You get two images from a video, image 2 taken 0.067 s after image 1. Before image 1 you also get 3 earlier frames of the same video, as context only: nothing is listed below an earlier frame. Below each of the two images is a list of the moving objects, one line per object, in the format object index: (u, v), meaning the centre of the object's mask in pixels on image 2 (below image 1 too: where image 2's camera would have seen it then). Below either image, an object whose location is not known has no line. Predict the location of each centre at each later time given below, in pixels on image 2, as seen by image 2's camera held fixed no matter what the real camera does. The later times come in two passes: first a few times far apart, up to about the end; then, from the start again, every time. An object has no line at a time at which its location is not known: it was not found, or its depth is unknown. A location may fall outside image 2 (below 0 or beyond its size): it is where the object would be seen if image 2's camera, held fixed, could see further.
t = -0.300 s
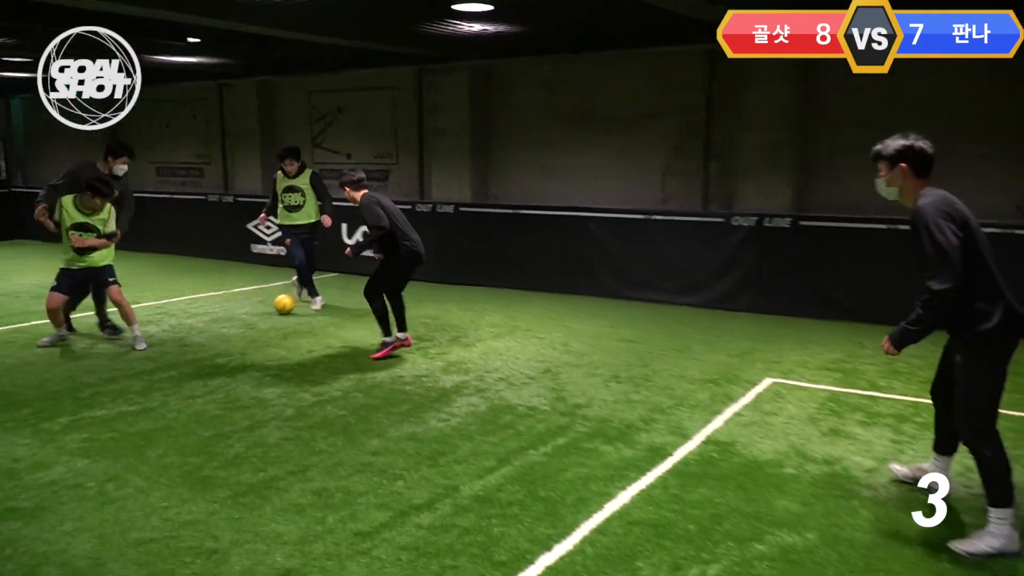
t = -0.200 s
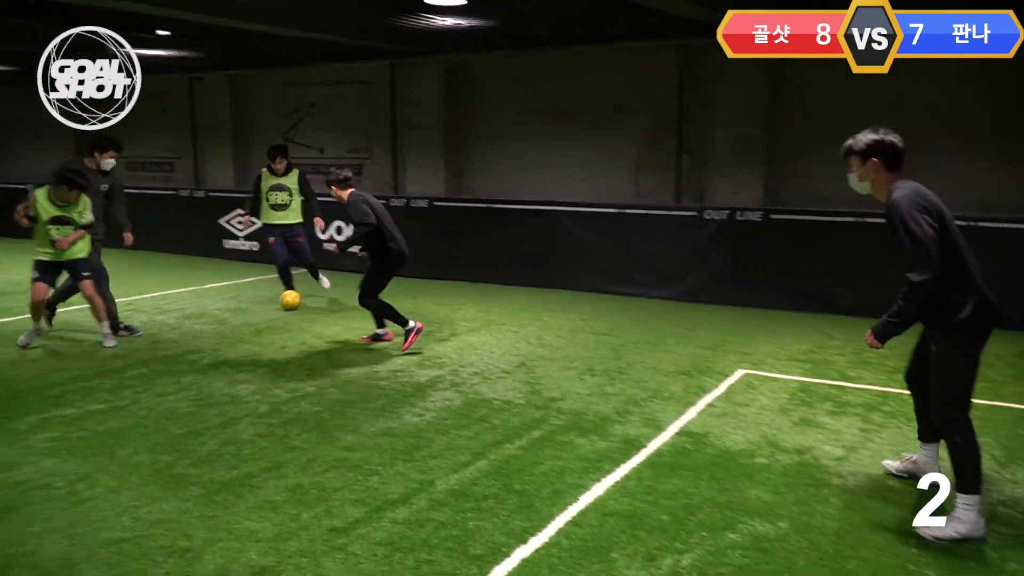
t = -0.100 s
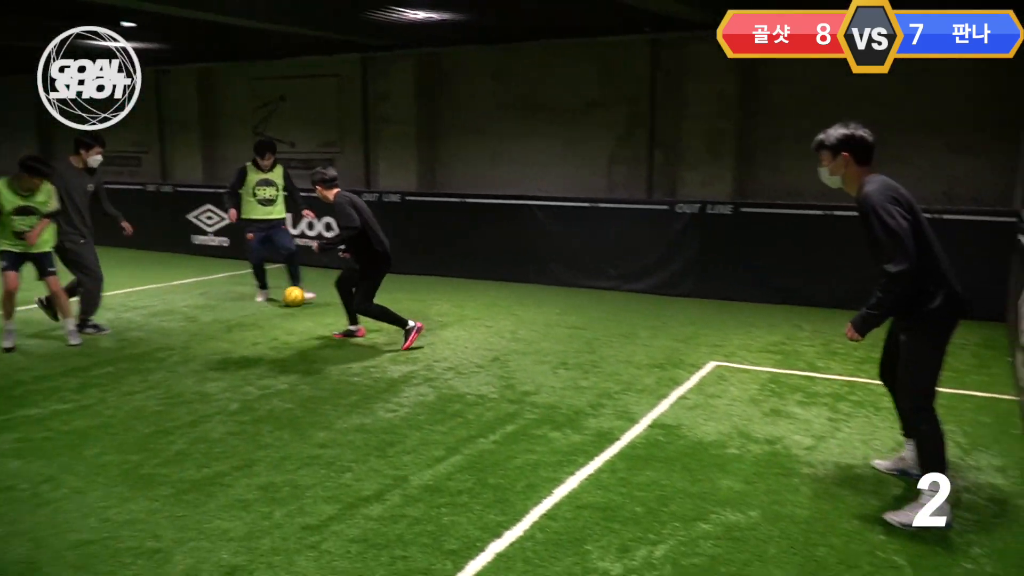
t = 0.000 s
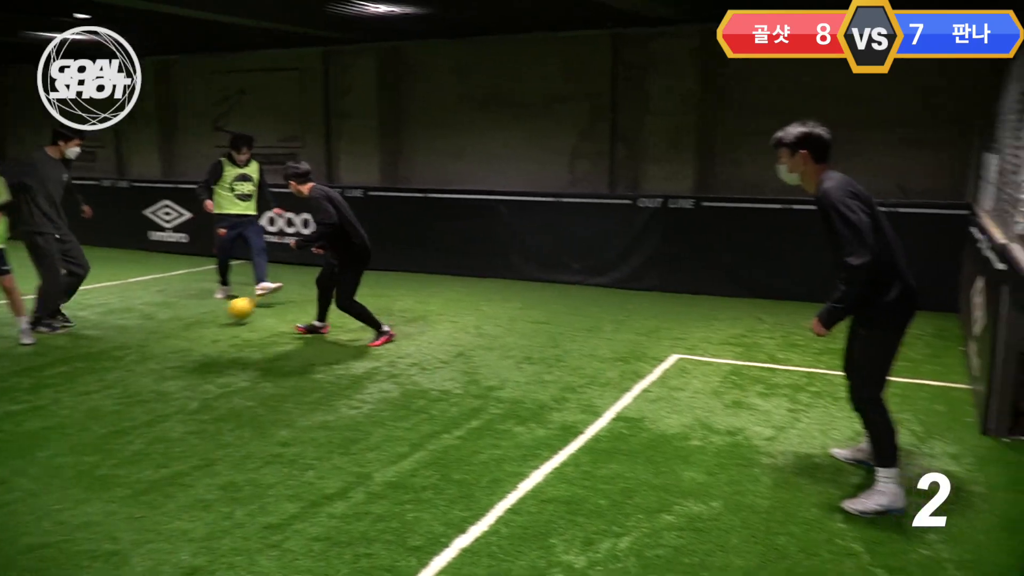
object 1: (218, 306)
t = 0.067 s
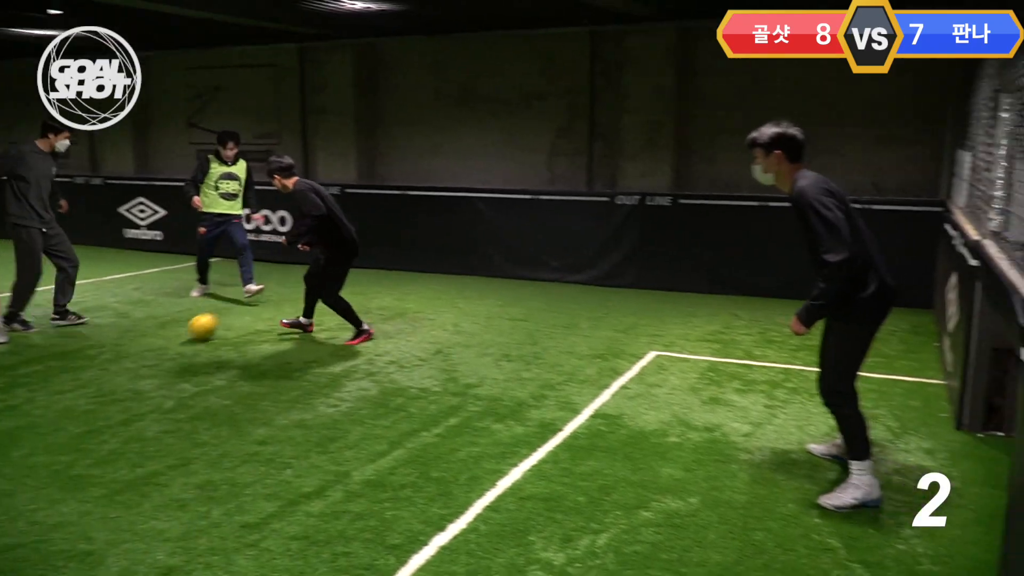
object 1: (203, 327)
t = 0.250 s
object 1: (153, 387)
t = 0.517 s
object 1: (39, 536)
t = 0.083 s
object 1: (199, 333)
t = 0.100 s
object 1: (195, 337)
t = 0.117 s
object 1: (191, 341)
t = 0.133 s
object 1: (187, 345)
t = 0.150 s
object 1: (182, 350)
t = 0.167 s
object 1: (178, 355)
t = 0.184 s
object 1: (174, 360)
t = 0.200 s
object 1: (168, 367)
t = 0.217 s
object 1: (164, 375)
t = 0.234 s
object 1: (158, 382)
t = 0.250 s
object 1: (153, 387)
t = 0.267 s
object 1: (148, 392)
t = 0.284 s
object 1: (143, 398)
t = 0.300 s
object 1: (137, 404)
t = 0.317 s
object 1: (131, 412)
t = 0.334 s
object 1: (125, 420)
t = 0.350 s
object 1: (118, 429)
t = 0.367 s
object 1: (111, 439)
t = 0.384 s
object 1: (104, 448)
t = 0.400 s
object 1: (97, 456)
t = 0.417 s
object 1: (90, 464)
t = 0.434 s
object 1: (83, 473)
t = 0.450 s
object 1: (75, 483)
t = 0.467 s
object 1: (67, 495)
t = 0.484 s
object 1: (58, 508)
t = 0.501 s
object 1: (49, 522)
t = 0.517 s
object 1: (39, 536)
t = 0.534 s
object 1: (29, 549)
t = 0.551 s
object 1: (19, 562)
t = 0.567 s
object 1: (8, 573)
